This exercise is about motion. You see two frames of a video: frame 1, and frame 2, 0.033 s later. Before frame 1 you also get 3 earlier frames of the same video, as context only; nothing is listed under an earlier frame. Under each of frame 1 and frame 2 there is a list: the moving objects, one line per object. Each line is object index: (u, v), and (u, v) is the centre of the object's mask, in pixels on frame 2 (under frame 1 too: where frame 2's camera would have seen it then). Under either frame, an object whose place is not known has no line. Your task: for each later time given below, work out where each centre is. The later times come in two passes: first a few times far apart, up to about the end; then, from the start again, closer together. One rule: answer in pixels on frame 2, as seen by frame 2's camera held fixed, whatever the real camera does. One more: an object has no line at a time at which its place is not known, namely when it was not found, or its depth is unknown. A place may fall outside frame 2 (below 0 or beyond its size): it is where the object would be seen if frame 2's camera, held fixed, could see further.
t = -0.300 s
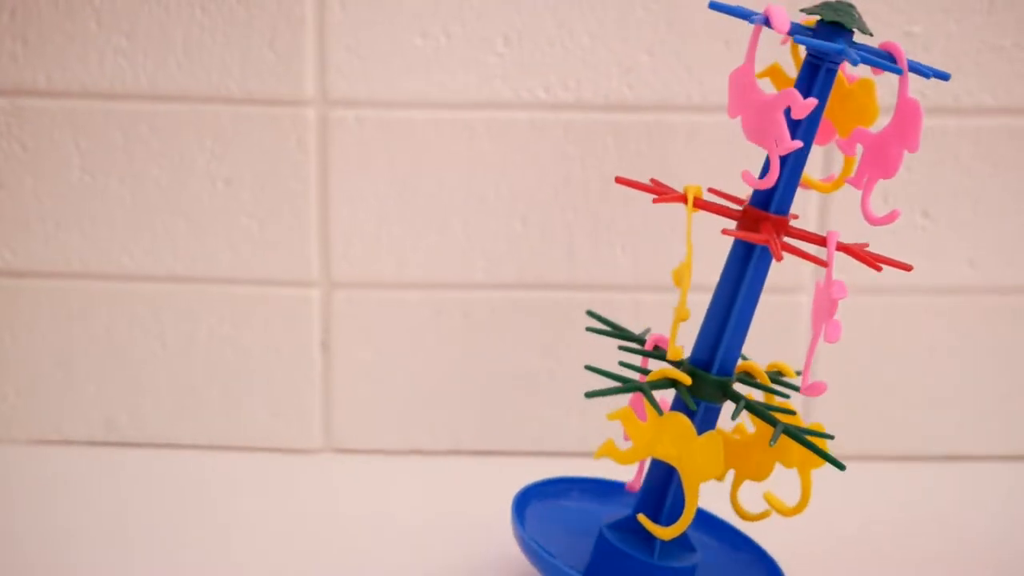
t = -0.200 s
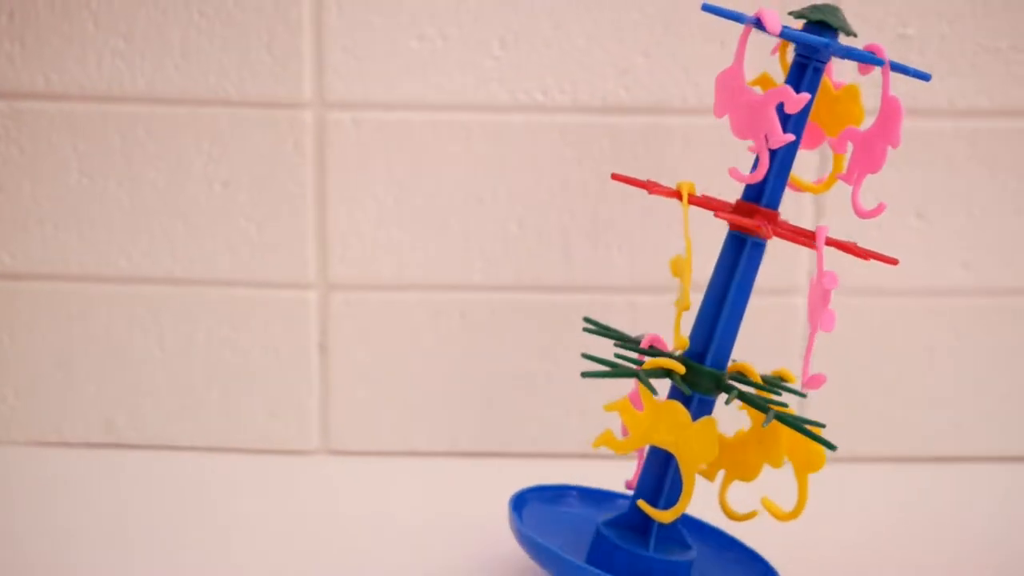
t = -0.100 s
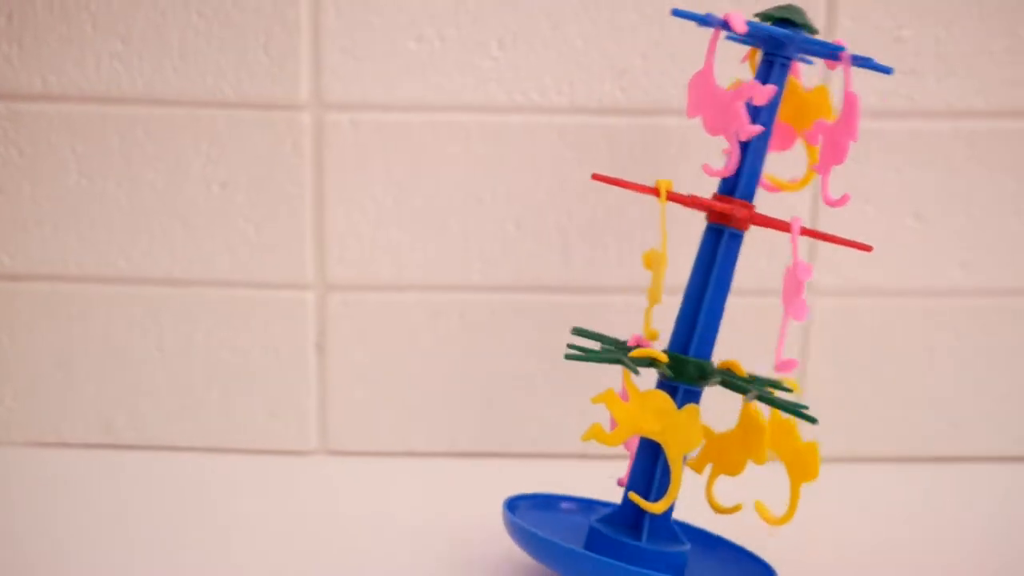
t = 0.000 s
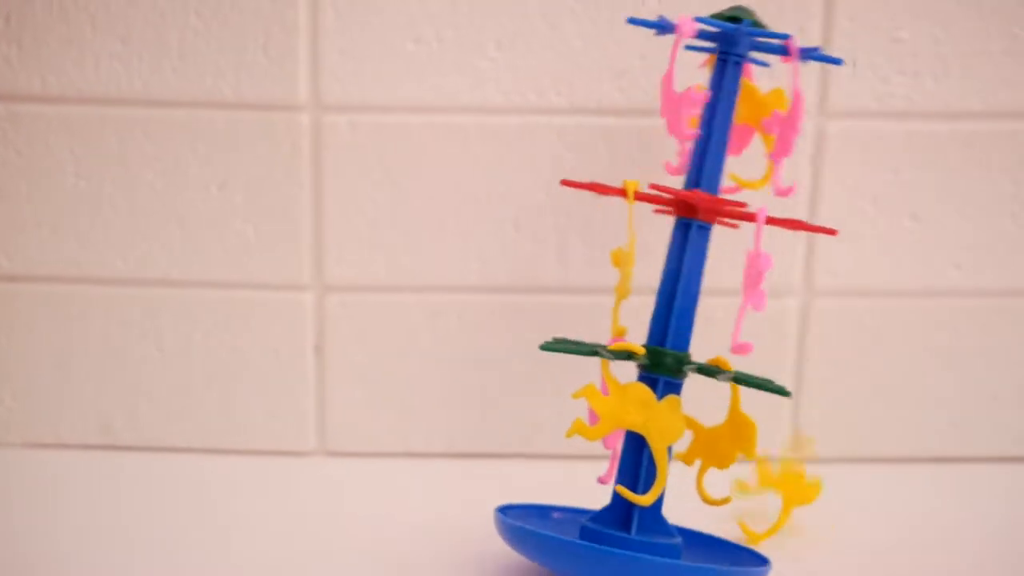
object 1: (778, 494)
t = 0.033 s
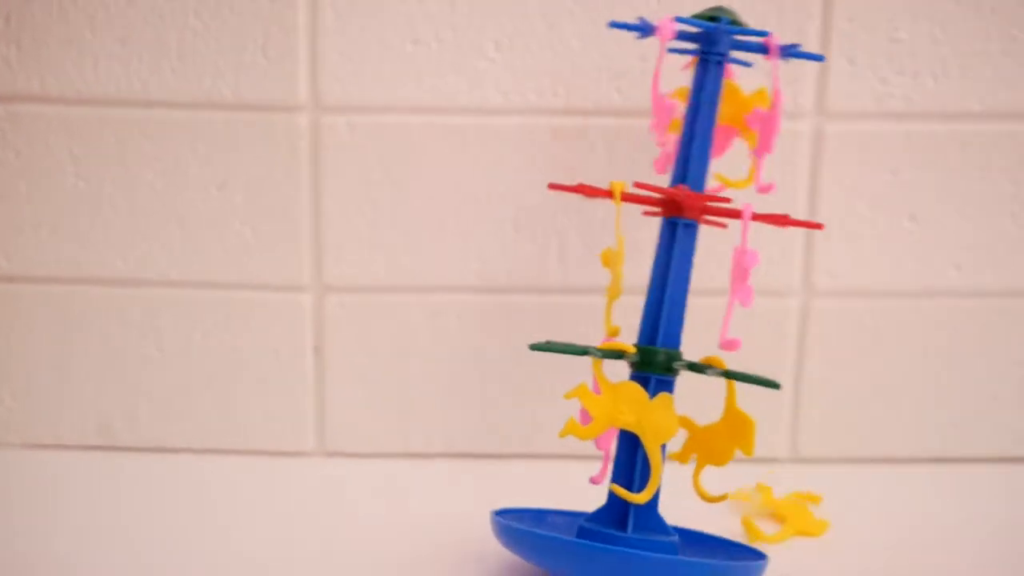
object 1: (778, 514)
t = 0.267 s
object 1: (786, 513)
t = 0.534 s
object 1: (786, 514)
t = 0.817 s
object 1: (785, 515)
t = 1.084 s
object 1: (788, 514)
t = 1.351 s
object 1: (788, 512)
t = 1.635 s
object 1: (780, 512)
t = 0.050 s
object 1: (782, 510)
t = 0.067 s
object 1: (785, 509)
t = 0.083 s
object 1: (783, 515)
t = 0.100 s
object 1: (785, 514)
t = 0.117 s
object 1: (782, 515)
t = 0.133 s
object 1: (784, 514)
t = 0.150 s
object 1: (782, 515)
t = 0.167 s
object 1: (784, 514)
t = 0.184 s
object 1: (783, 515)
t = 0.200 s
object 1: (785, 514)
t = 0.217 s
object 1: (784, 515)
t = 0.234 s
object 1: (787, 514)
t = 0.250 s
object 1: (787, 513)
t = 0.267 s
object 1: (786, 513)
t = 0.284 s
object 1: (786, 513)
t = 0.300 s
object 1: (787, 512)
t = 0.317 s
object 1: (787, 512)
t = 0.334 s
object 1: (787, 513)
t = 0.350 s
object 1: (787, 513)
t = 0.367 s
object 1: (786, 513)
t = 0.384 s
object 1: (786, 514)
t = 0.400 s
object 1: (786, 514)
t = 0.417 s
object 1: (786, 514)
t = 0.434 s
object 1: (786, 514)
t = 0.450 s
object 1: (786, 514)
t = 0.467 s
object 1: (786, 514)
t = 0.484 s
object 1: (786, 514)
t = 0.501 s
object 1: (786, 514)
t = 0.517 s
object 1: (786, 514)
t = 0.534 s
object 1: (786, 514)
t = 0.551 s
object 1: (786, 514)
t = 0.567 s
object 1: (786, 514)
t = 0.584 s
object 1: (786, 514)
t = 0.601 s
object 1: (786, 514)
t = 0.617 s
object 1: (784, 514)
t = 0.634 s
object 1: (784, 514)
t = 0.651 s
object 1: (784, 514)
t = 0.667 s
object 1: (786, 513)
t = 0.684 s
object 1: (786, 513)
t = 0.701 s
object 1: (786, 514)
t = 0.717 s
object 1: (786, 514)
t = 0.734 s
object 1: (786, 514)
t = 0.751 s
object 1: (786, 514)
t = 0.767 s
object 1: (786, 514)
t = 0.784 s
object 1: (786, 514)
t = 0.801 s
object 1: (786, 514)
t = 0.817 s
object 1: (785, 515)
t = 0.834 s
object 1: (785, 515)
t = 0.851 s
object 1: (785, 515)
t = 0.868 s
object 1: (785, 514)
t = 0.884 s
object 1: (785, 514)
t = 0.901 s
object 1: (784, 515)
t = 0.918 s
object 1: (785, 515)
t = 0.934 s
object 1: (785, 514)
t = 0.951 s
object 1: (787, 514)
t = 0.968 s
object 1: (787, 514)
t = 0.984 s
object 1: (787, 514)
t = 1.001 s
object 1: (788, 514)
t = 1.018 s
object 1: (788, 513)
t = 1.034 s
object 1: (788, 513)
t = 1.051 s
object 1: (788, 514)
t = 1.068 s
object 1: (788, 514)
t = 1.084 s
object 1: (788, 514)
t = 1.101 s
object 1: (788, 514)
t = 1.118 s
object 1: (788, 514)
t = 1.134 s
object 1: (788, 513)
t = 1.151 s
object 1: (788, 513)
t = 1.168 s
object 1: (788, 513)
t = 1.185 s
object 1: (788, 513)
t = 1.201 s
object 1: (788, 513)
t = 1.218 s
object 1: (787, 513)
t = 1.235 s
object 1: (787, 513)
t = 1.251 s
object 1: (787, 513)
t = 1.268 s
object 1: (788, 512)
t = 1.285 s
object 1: (787, 512)
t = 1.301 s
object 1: (788, 512)
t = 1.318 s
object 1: (788, 512)
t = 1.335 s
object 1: (788, 512)
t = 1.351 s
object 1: (788, 512)
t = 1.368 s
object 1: (788, 513)
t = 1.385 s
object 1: (788, 513)
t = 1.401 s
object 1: (788, 513)
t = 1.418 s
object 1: (789, 512)
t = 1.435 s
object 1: (789, 512)
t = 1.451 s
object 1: (788, 512)
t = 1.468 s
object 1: (787, 512)
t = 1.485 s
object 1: (786, 512)
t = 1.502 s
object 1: (781, 514)
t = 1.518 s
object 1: (780, 514)
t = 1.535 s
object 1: (781, 513)
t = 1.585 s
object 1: (779, 512)
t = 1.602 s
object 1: (779, 514)
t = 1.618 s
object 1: (778, 512)
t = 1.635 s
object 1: (780, 512)
